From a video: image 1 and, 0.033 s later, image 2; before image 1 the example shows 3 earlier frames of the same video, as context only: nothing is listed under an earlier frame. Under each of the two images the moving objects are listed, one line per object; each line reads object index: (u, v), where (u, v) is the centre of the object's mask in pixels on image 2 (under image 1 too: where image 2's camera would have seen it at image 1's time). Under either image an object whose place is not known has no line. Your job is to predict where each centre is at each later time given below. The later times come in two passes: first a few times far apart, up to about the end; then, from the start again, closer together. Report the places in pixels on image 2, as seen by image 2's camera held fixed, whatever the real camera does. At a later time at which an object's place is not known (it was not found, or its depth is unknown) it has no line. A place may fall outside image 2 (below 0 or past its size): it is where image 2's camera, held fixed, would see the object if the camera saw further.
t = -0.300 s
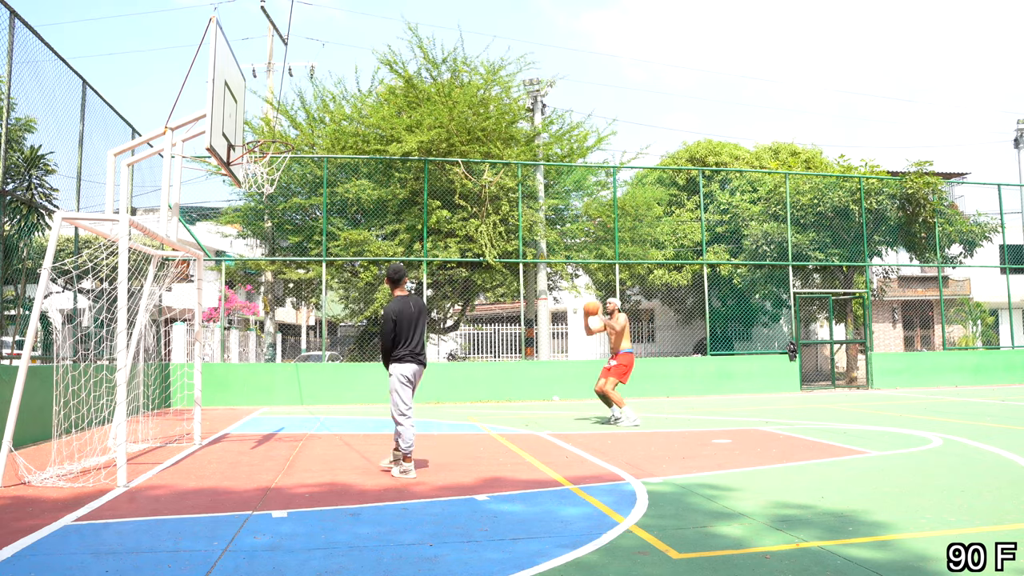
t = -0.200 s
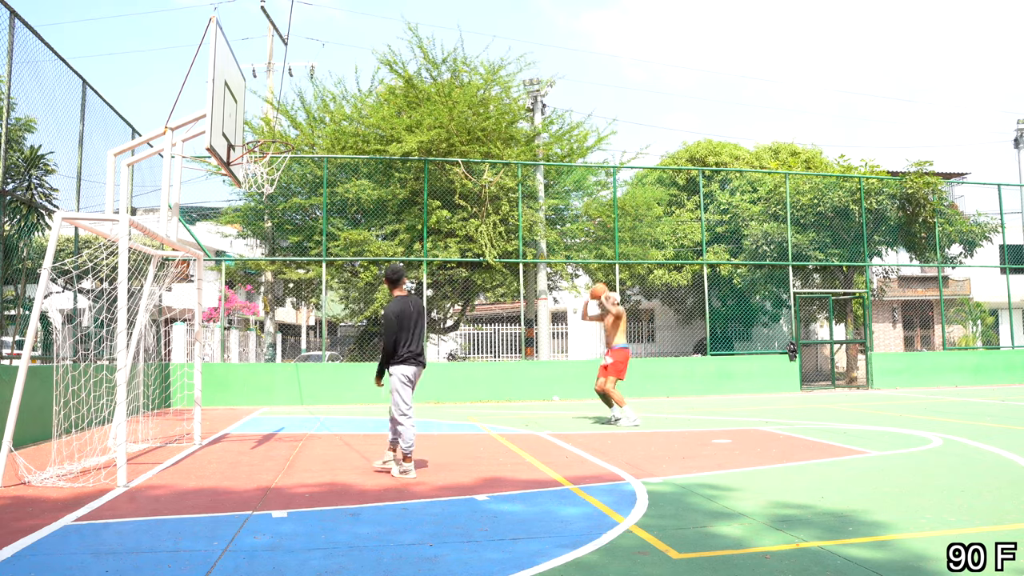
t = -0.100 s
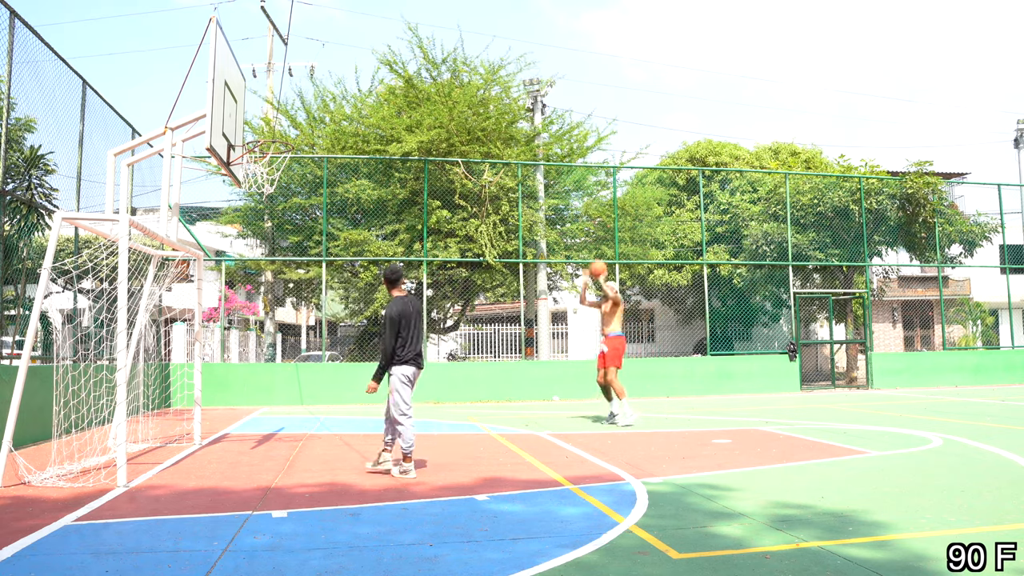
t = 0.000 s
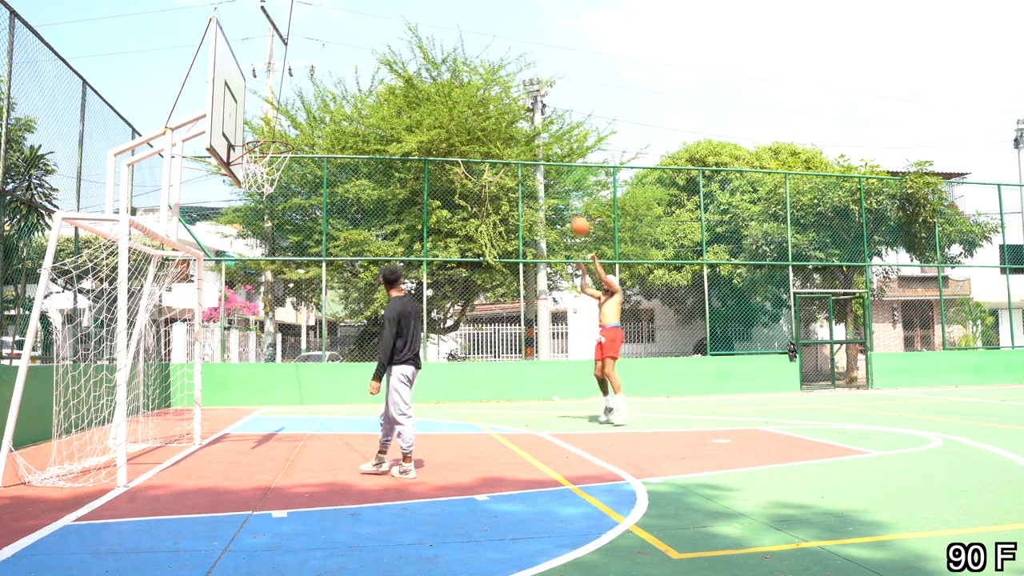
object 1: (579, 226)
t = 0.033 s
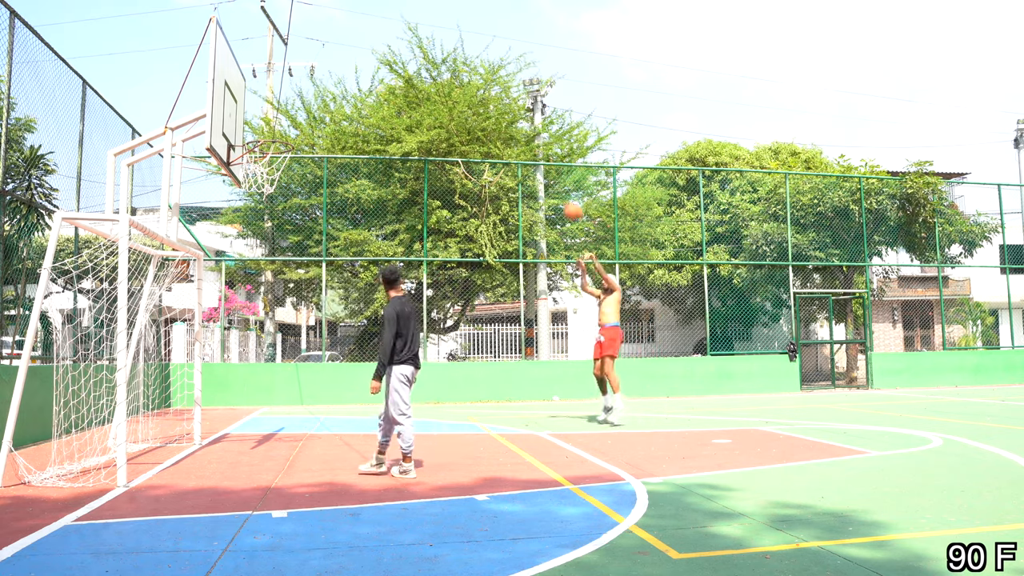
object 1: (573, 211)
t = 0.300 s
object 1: (511, 118)
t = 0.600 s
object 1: (435, 67)
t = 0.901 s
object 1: (345, 84)
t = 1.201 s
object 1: (239, 185)
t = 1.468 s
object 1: (153, 328)
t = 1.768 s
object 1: (84, 372)
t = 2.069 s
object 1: (72, 259)
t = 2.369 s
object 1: (88, 267)
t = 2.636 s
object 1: (116, 372)
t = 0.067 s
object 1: (565, 197)
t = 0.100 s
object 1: (557, 184)
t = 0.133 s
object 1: (550, 172)
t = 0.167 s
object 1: (542, 159)
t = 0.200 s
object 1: (534, 148)
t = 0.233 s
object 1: (527, 137)
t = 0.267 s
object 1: (519, 127)
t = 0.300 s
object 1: (511, 118)
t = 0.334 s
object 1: (503, 110)
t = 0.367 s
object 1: (495, 102)
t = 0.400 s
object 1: (487, 94)
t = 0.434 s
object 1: (478, 88)
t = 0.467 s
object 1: (470, 82)
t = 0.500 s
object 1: (462, 77)
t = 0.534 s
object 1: (452, 73)
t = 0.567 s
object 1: (444, 70)
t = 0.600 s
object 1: (435, 67)
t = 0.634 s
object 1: (426, 65)
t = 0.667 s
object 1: (416, 65)
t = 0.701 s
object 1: (407, 64)
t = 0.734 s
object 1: (397, 65)
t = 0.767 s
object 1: (387, 67)
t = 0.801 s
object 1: (377, 70)
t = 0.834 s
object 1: (367, 73)
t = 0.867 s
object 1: (356, 78)
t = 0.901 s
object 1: (345, 84)
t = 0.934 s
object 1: (334, 90)
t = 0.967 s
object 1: (323, 99)
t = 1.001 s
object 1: (311, 108)
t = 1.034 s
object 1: (299, 118)
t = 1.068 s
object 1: (287, 130)
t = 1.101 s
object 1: (274, 143)
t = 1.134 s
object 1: (261, 156)
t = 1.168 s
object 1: (248, 174)
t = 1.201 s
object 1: (239, 185)
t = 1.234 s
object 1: (229, 198)
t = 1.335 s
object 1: (196, 245)
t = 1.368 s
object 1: (186, 264)
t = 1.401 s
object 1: (175, 282)
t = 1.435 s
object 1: (163, 306)
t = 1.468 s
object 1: (153, 328)
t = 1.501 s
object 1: (140, 355)
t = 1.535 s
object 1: (134, 379)
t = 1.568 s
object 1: (109, 409)
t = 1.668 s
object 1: (90, 438)
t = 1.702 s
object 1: (88, 413)
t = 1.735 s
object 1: (86, 393)
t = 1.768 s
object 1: (84, 372)
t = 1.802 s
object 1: (83, 351)
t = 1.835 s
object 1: (81, 334)
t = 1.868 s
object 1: (78, 319)
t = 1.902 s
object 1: (77, 303)
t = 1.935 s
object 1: (75, 288)
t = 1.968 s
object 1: (74, 278)
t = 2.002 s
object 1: (74, 270)
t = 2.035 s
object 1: (72, 264)
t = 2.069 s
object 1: (72, 259)
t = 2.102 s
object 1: (72, 255)
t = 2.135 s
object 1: (72, 251)
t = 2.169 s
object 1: (75, 249)
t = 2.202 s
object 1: (76, 249)
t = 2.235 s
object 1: (76, 251)
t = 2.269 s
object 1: (82, 254)
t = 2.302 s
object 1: (83, 257)
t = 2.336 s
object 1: (87, 263)
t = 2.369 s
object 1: (88, 267)
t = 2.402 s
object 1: (92, 277)
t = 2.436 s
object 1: (96, 286)
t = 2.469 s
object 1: (101, 299)
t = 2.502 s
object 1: (103, 311)
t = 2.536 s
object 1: (105, 322)
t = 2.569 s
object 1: (106, 336)
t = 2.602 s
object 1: (109, 354)
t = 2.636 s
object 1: (116, 372)
